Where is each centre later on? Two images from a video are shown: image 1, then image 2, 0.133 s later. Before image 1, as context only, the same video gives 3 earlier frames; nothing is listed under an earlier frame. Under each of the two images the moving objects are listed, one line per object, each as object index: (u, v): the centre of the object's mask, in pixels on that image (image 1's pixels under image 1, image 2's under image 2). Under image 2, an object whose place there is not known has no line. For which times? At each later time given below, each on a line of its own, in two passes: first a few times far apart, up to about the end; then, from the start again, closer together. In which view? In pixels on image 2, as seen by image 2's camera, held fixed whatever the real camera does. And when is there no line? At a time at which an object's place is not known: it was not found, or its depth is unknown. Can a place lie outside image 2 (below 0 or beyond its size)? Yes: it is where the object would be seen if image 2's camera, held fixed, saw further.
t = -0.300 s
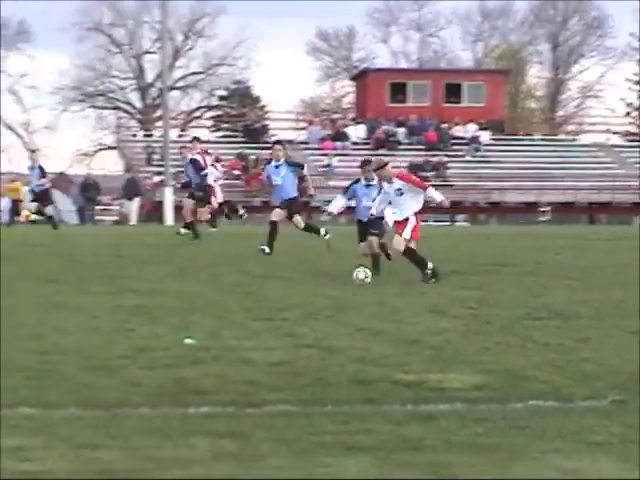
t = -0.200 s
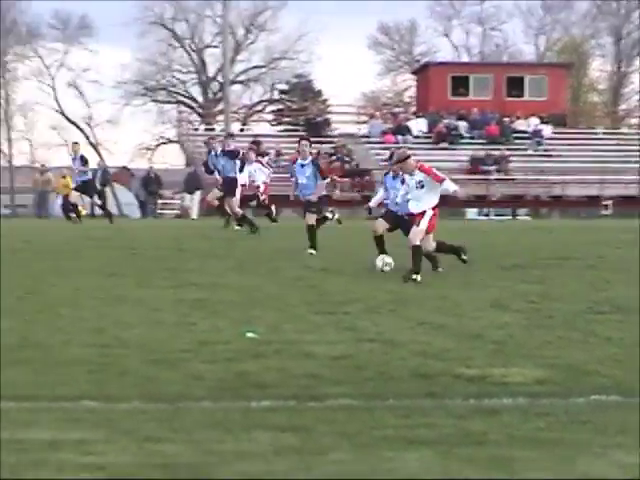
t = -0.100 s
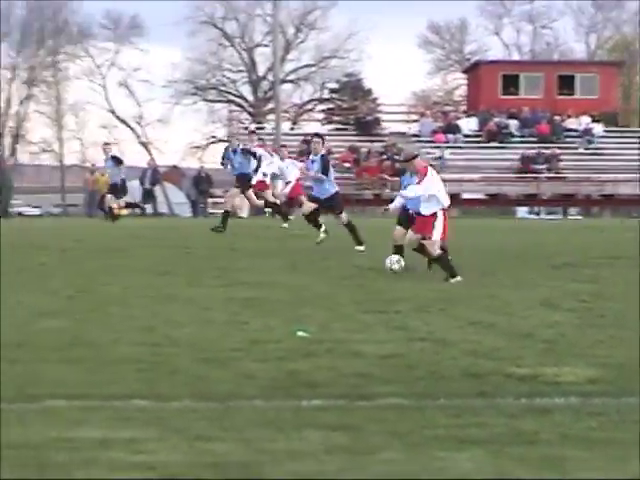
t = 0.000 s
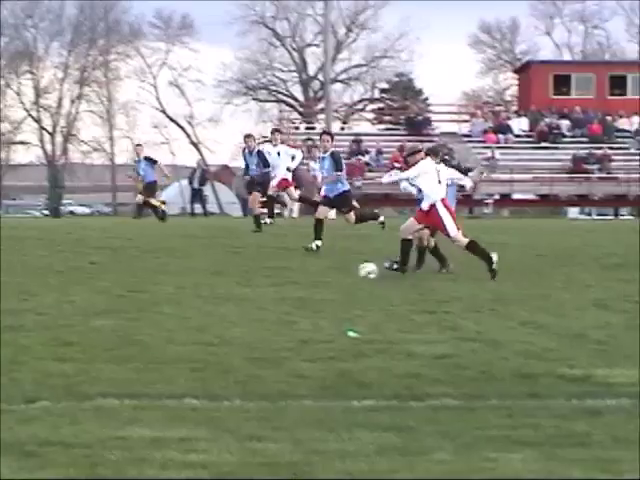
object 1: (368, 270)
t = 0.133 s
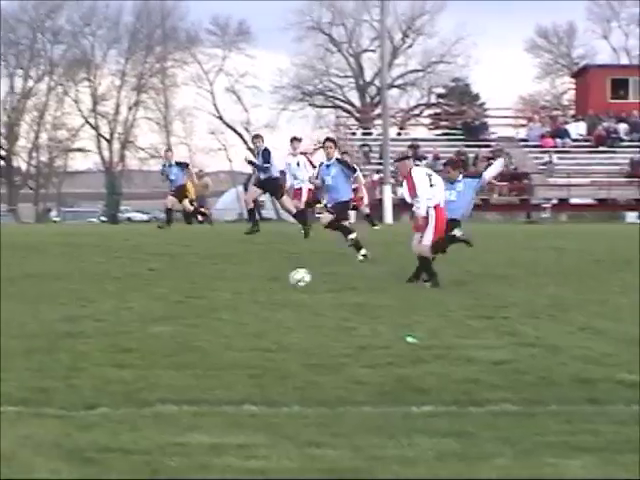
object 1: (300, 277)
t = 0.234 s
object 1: (211, 278)
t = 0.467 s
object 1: (21, 285)
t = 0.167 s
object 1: (268, 279)
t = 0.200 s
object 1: (239, 279)
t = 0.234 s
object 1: (211, 278)
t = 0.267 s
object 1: (183, 278)
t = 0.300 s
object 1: (155, 279)
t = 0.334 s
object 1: (127, 281)
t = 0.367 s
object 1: (98, 284)
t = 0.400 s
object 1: (70, 285)
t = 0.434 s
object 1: (46, 285)
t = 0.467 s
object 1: (21, 285)
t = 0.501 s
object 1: (-4, 286)
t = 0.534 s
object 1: (-28, 288)
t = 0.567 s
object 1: (-54, 290)
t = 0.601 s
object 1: (-78, 291)
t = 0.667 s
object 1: (-123, 288)
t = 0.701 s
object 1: (-148, 289)
